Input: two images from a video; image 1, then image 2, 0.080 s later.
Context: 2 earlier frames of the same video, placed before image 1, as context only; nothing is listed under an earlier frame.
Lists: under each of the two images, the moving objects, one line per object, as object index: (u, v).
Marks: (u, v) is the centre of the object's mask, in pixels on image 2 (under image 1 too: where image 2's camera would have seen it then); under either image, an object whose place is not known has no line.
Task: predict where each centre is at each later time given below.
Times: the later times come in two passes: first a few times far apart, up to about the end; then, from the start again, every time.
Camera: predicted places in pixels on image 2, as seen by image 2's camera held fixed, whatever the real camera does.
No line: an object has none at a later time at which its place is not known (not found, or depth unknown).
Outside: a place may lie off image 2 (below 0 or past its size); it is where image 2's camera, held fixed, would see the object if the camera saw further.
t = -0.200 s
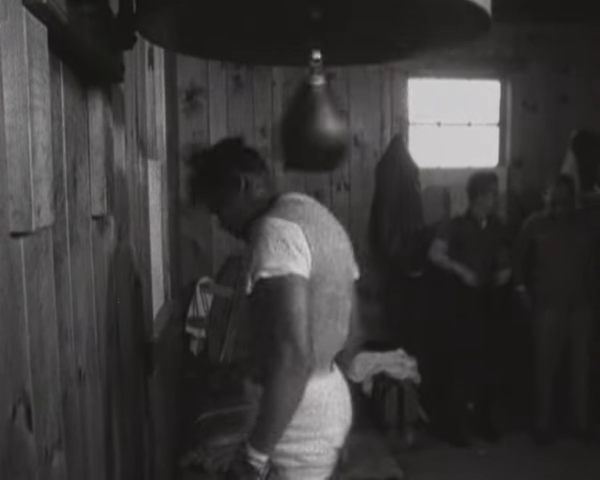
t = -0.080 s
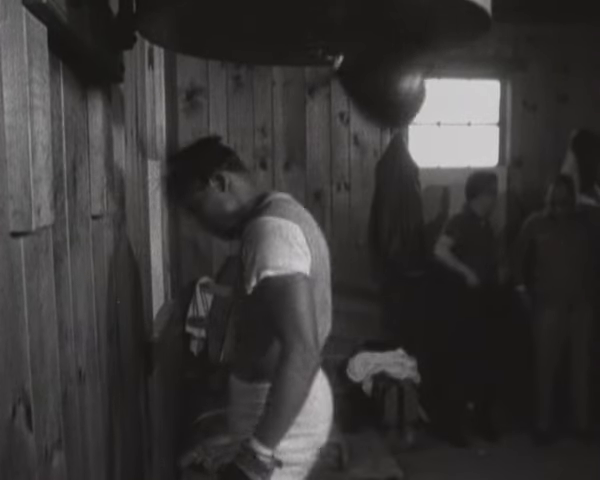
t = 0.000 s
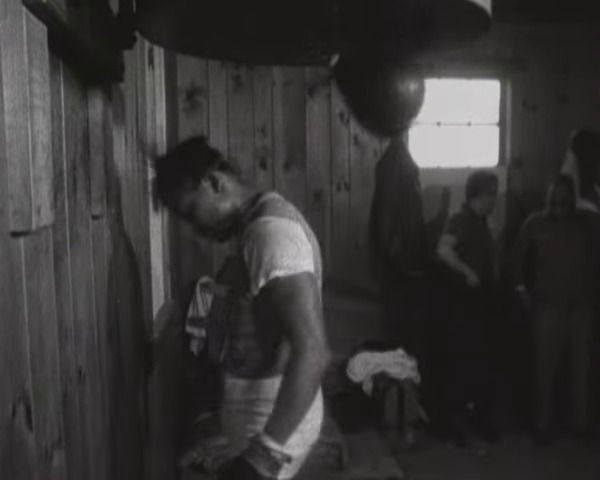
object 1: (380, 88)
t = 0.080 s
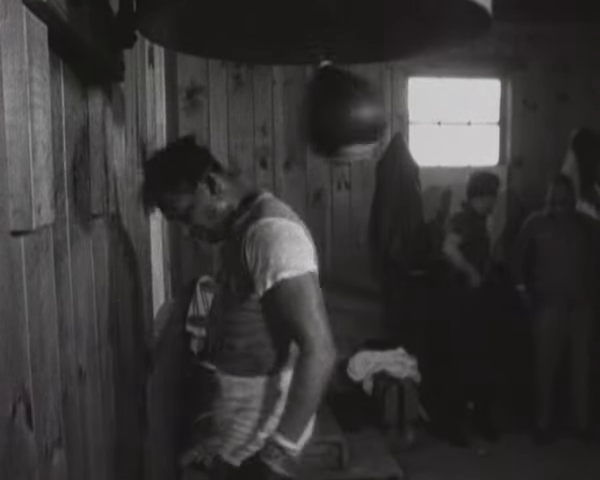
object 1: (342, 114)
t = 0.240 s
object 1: (247, 93)
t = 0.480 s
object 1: (310, 120)
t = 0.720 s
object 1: (376, 71)
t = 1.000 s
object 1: (280, 121)
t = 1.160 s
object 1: (297, 93)
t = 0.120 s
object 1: (309, 117)
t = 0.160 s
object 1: (281, 111)
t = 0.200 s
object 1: (258, 102)
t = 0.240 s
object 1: (247, 93)
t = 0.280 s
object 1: (244, 88)
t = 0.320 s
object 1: (246, 86)
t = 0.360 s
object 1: (254, 90)
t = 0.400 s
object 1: (268, 101)
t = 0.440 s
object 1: (288, 110)
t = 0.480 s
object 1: (310, 120)
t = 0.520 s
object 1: (332, 122)
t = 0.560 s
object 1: (354, 117)
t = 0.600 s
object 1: (367, 102)
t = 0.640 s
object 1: (376, 89)
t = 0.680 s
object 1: (380, 83)
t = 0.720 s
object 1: (376, 71)
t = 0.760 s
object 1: (367, 67)
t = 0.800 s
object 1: (355, 73)
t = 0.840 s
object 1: (337, 88)
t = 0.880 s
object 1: (319, 101)
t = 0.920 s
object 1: (301, 114)
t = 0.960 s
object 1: (286, 122)
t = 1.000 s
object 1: (280, 121)
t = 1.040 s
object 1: (278, 116)
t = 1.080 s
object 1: (281, 107)
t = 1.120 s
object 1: (288, 98)
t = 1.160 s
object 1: (297, 93)
